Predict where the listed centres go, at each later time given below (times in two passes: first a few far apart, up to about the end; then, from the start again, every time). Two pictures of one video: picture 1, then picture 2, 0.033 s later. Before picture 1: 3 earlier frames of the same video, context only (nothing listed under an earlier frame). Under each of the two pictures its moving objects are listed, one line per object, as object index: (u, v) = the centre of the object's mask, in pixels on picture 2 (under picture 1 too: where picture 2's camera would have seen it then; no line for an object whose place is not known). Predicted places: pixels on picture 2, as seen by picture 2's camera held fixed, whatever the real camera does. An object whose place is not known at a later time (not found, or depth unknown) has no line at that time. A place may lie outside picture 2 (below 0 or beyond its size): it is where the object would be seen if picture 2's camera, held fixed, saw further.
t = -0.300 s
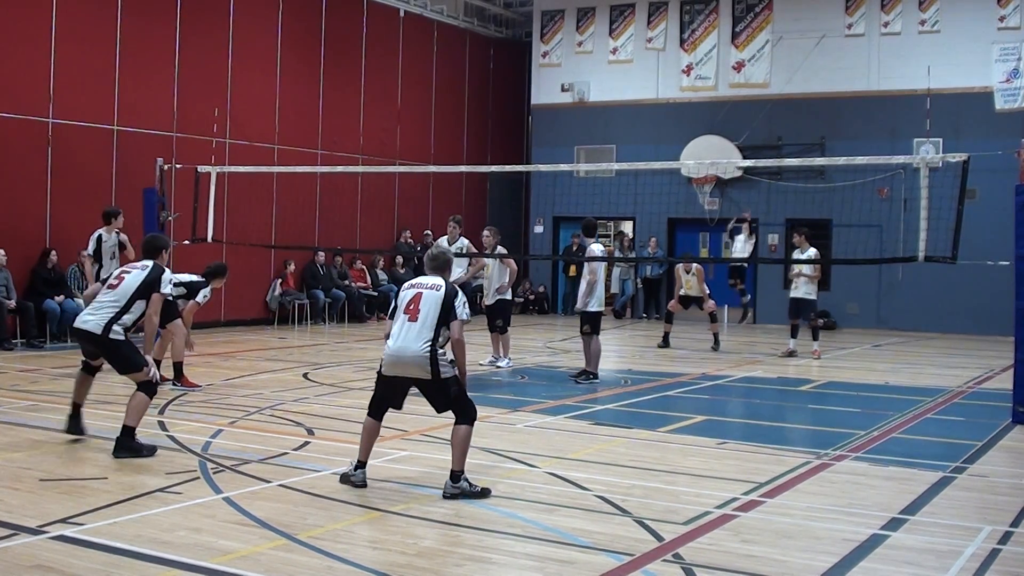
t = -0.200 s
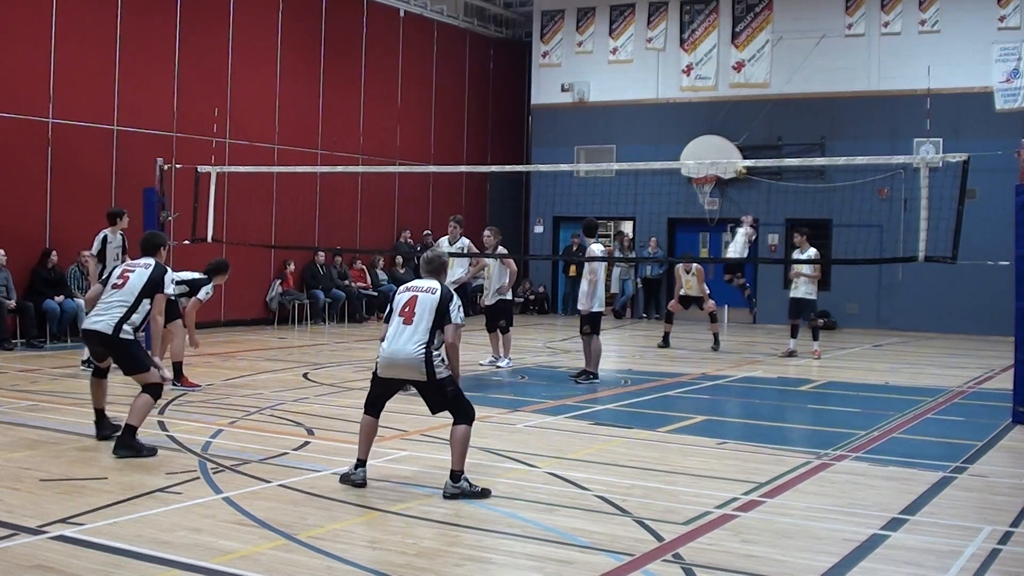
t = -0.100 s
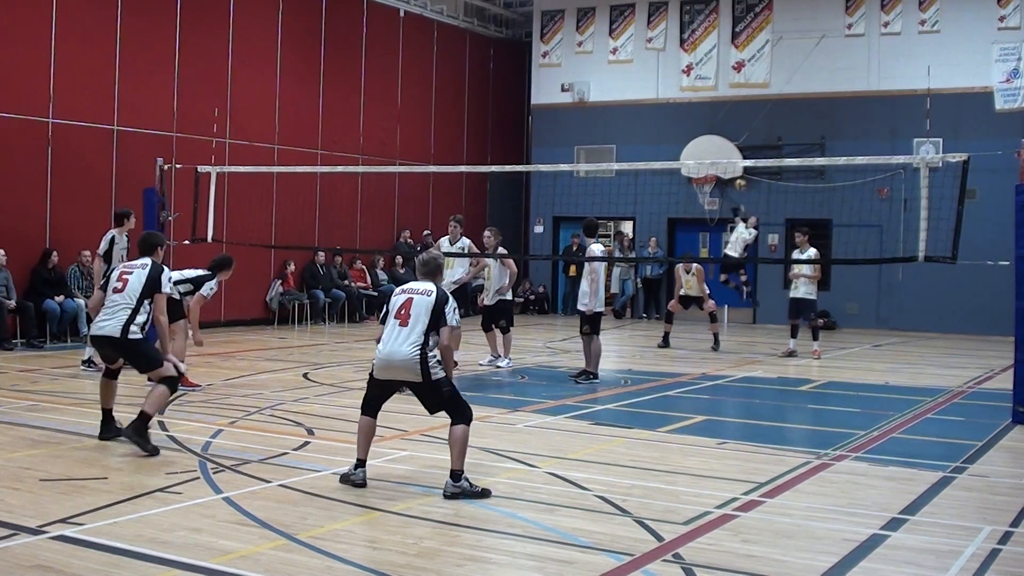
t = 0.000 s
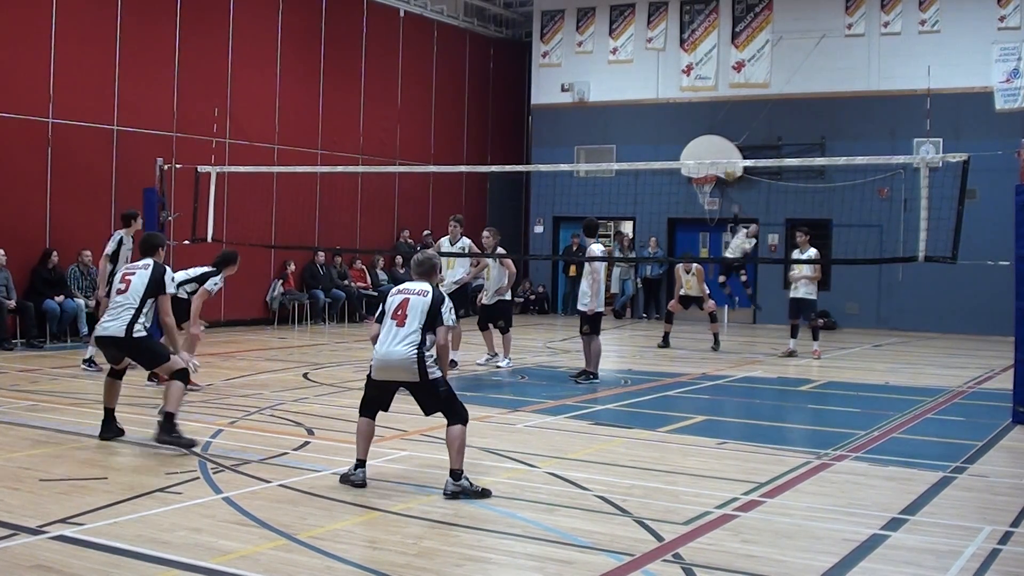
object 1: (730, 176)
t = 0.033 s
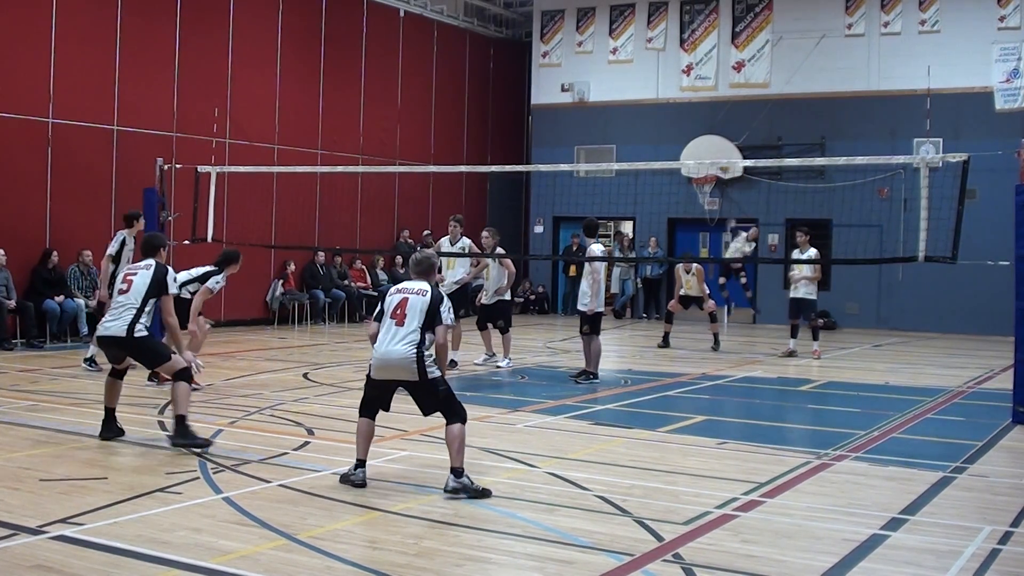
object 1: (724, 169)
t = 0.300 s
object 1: (671, 116)
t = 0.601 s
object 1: (580, 110)
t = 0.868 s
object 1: (454, 177)
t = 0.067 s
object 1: (718, 157)
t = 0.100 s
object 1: (712, 151)
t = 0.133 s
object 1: (706, 144)
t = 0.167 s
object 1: (699, 137)
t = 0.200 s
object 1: (693, 132)
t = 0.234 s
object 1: (686, 126)
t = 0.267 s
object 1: (679, 121)
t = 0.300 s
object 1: (671, 116)
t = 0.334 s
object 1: (664, 113)
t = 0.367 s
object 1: (655, 109)
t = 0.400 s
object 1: (646, 107)
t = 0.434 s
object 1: (637, 106)
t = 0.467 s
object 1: (627, 106)
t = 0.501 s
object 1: (616, 106)
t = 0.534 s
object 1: (605, 107)
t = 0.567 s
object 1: (592, 108)
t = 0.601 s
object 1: (580, 110)
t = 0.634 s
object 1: (567, 113)
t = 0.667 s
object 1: (553, 118)
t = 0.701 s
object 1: (538, 123)
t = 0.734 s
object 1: (523, 132)
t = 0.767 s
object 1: (507, 140)
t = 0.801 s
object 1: (491, 150)
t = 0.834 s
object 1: (474, 161)
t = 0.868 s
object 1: (454, 177)
